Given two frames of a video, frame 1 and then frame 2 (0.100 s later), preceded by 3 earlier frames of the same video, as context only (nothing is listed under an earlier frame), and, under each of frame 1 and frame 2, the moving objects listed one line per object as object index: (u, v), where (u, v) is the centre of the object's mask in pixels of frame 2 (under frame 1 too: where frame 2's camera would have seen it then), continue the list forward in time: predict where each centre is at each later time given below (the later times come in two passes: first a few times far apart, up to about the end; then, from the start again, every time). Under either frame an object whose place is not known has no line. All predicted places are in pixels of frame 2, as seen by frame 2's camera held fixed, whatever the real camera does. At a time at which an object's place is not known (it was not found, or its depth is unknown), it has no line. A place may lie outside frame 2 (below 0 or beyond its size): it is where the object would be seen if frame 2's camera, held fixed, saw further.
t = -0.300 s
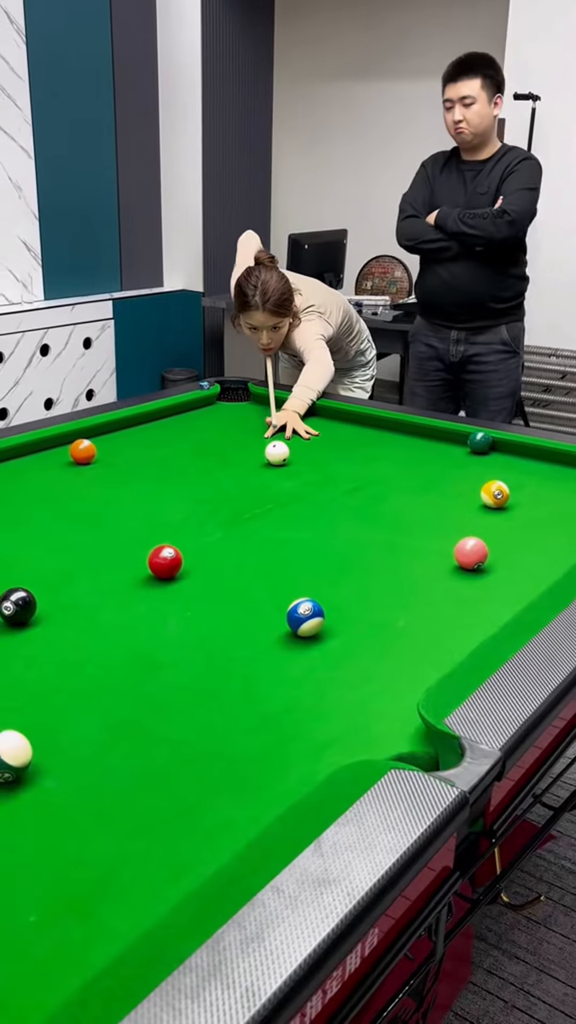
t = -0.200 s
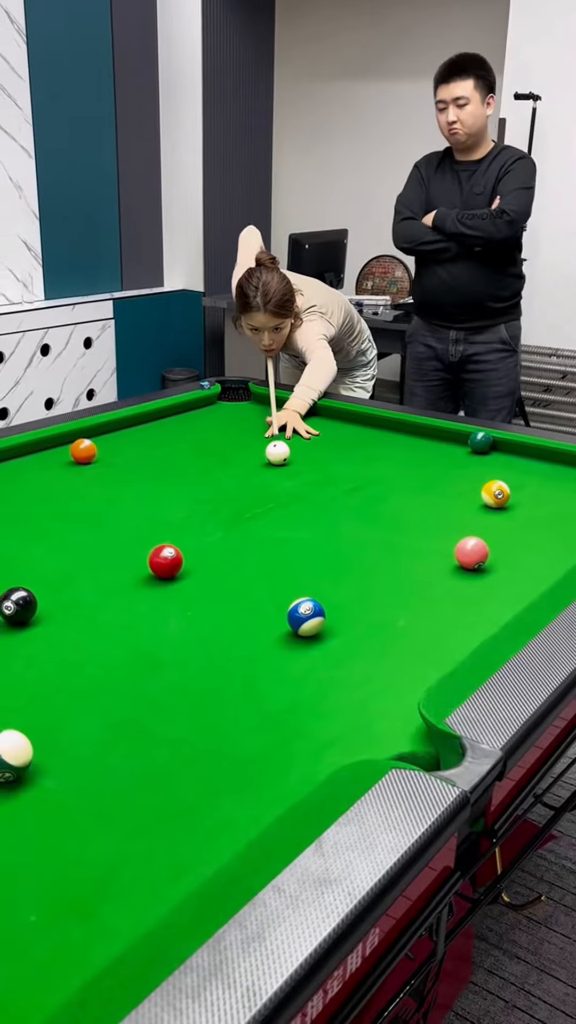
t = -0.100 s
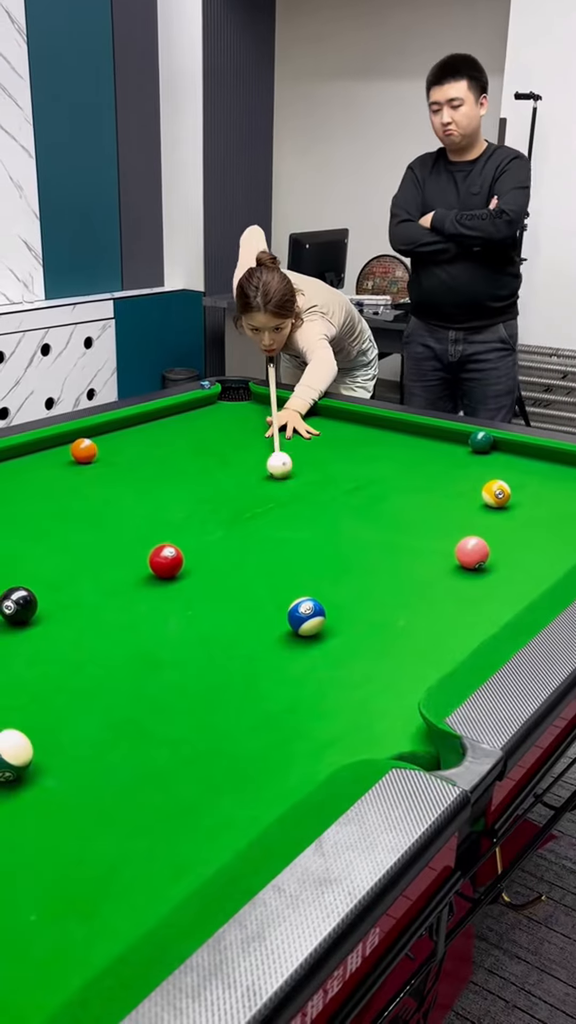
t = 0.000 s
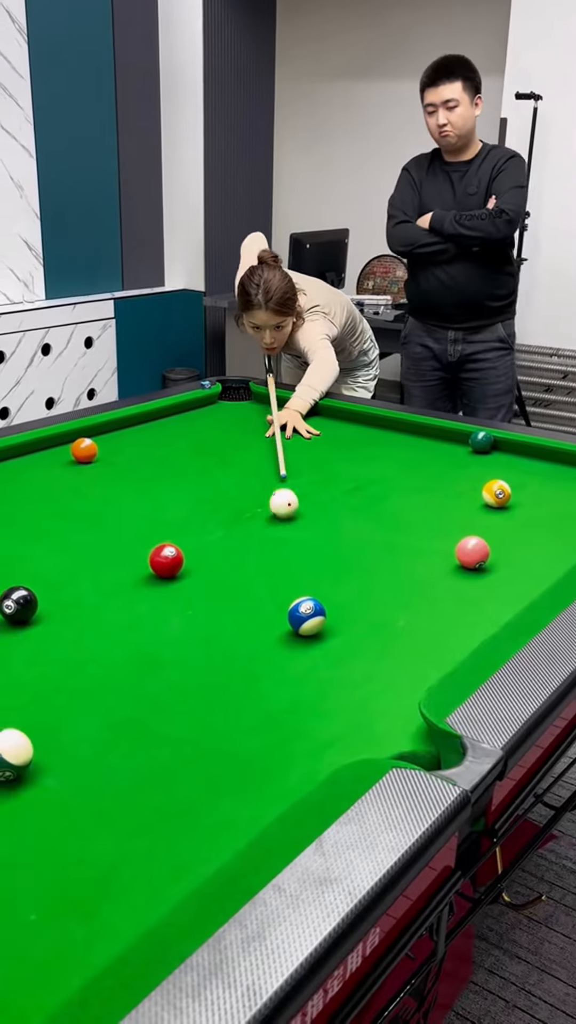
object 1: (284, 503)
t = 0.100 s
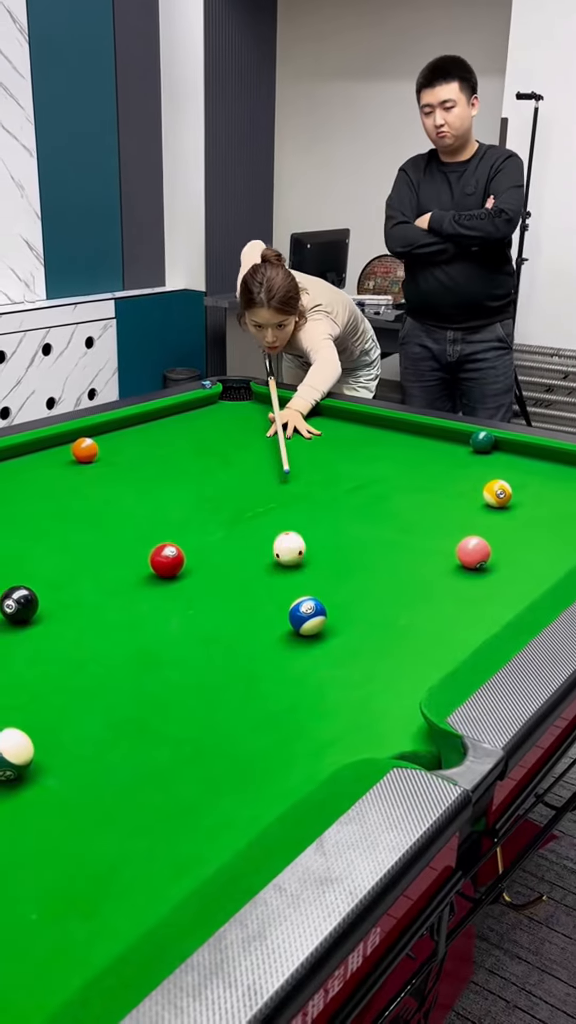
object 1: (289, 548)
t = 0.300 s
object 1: (268, 603)
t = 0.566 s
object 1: (214, 607)
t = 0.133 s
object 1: (291, 565)
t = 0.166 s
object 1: (293, 582)
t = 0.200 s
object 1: (291, 597)
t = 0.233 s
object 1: (284, 601)
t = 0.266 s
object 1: (275, 602)
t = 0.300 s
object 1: (268, 603)
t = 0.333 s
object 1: (261, 604)
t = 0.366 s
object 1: (254, 604)
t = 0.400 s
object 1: (247, 604)
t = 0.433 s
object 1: (240, 605)
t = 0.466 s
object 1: (233, 605)
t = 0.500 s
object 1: (227, 606)
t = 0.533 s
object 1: (220, 606)
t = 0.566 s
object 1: (214, 607)
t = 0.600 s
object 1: (207, 607)
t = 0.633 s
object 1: (201, 607)
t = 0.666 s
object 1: (194, 608)
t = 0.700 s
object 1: (188, 608)
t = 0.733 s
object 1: (181, 609)
